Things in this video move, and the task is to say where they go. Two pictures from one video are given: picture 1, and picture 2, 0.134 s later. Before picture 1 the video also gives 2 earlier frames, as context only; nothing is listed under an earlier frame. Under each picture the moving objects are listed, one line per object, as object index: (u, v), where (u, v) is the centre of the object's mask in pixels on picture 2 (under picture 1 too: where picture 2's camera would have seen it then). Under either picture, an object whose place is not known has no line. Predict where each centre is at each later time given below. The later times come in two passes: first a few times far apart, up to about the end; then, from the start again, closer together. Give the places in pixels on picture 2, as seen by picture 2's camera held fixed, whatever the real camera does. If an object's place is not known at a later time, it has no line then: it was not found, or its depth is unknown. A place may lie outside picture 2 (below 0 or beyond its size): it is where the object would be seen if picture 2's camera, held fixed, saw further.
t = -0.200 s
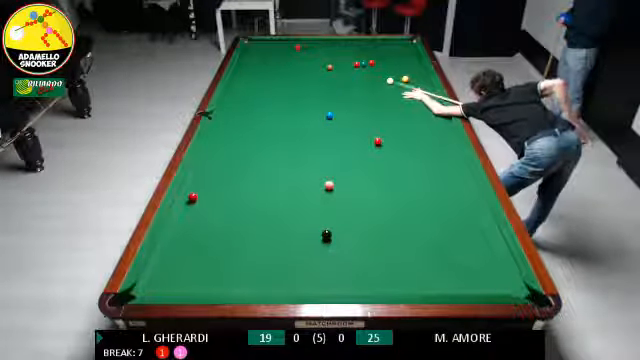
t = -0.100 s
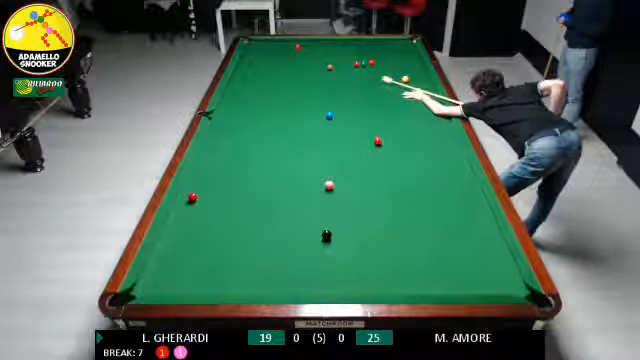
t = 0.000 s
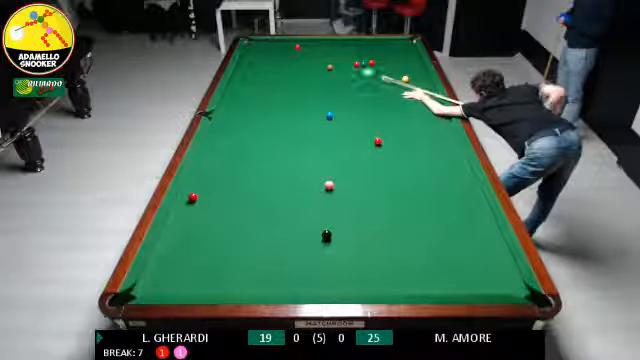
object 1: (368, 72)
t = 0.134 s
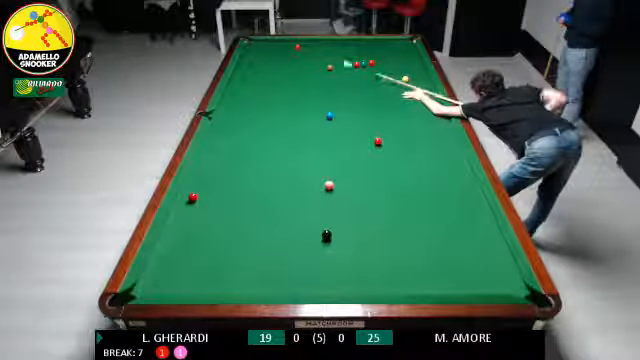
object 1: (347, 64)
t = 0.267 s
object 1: (327, 57)
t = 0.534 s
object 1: (303, 47)
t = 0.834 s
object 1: (300, 40)
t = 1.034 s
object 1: (299, 41)
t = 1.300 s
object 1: (295, 45)
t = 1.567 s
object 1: (292, 50)
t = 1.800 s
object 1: (289, 53)
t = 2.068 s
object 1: (287, 57)
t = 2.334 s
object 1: (283, 60)
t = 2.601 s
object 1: (281, 63)
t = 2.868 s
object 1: (279, 65)
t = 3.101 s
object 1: (276, 68)
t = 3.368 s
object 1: (275, 71)
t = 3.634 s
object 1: (273, 73)
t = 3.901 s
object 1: (271, 74)
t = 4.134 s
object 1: (270, 75)
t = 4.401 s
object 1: (269, 77)
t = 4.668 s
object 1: (268, 78)
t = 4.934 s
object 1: (268, 78)
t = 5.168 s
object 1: (268, 78)
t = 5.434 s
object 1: (268, 78)
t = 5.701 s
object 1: (268, 79)
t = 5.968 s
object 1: (268, 78)
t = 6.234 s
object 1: (268, 78)
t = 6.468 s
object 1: (268, 78)
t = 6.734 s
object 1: (268, 78)
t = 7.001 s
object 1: (268, 78)
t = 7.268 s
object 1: (268, 78)
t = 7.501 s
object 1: (268, 78)
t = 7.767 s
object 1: (268, 78)
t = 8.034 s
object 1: (268, 79)
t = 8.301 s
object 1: (268, 79)
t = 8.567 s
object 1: (268, 78)
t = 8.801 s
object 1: (268, 78)
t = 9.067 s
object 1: (268, 78)
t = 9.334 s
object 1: (268, 78)
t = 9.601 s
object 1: (268, 78)
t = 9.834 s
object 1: (268, 78)
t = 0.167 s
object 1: (342, 61)
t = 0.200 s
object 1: (336, 60)
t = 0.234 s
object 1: (332, 59)
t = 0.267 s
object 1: (327, 57)
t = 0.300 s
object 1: (323, 55)
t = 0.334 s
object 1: (320, 54)
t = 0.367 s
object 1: (314, 52)
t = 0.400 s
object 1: (310, 50)
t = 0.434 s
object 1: (306, 49)
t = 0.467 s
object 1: (303, 47)
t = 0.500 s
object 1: (303, 47)
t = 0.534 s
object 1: (303, 47)
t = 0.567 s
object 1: (303, 46)
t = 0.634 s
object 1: (303, 44)
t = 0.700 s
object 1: (302, 42)
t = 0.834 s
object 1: (300, 40)
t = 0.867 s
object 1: (300, 40)
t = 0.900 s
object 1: (300, 40)
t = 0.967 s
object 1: (299, 41)
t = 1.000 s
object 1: (299, 41)
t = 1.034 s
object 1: (299, 41)
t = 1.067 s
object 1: (298, 42)
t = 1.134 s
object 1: (298, 43)
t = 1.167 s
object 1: (298, 43)
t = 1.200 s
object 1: (296, 44)
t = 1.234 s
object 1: (296, 45)
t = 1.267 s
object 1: (295, 45)
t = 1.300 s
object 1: (295, 45)
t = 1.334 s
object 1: (296, 45)
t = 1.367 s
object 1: (294, 47)
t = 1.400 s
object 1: (293, 48)
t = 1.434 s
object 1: (293, 48)
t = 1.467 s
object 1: (293, 48)
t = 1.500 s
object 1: (292, 50)
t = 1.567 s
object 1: (292, 50)
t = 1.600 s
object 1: (291, 51)
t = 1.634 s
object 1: (291, 51)
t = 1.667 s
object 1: (291, 51)
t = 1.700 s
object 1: (290, 52)
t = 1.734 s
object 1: (290, 52)
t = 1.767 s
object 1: (289, 53)
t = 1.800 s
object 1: (289, 53)
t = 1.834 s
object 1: (289, 53)
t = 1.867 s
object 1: (289, 53)
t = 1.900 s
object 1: (288, 54)
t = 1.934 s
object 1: (287, 55)
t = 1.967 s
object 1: (287, 56)
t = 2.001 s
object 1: (287, 56)
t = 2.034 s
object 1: (287, 57)
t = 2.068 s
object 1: (287, 57)
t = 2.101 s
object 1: (287, 57)
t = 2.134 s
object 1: (286, 58)
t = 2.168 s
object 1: (286, 58)
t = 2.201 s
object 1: (284, 59)
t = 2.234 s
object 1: (285, 59)
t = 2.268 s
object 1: (284, 60)
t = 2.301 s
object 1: (284, 60)
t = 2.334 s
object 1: (283, 60)
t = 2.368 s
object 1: (283, 61)
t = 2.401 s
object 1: (283, 61)
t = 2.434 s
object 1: (282, 61)
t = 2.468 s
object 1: (281, 62)
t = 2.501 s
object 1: (281, 62)
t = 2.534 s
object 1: (281, 62)
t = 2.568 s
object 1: (281, 63)
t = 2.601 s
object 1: (281, 63)
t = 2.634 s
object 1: (281, 63)
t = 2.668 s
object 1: (280, 64)
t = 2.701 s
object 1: (280, 64)
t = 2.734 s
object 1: (280, 64)
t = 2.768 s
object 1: (280, 64)
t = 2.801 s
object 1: (280, 64)
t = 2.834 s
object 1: (279, 64)
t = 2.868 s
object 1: (279, 65)
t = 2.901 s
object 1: (279, 65)
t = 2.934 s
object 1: (279, 65)
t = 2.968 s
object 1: (278, 65)
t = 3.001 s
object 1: (278, 66)
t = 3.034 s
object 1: (278, 66)
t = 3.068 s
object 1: (277, 67)
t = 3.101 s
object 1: (276, 68)
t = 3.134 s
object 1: (276, 68)
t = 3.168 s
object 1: (276, 69)
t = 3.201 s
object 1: (276, 69)
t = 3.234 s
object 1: (275, 69)
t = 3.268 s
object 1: (275, 70)
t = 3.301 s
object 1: (275, 70)
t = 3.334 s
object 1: (275, 70)
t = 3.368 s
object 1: (275, 71)
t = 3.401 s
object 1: (274, 71)
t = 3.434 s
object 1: (274, 71)
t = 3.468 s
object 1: (274, 71)
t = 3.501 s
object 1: (273, 72)
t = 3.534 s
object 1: (273, 72)
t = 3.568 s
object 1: (273, 72)
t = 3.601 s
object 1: (273, 72)
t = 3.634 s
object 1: (273, 73)
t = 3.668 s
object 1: (273, 73)
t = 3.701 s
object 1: (272, 73)
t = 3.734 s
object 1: (272, 74)
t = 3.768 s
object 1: (272, 74)
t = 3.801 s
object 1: (272, 74)
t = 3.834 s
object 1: (271, 74)
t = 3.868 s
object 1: (271, 74)
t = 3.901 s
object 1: (271, 74)
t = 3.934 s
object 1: (271, 75)
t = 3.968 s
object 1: (271, 75)
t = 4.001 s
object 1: (271, 75)
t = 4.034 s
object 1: (270, 75)
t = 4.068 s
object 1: (270, 75)
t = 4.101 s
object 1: (270, 75)
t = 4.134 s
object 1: (270, 75)
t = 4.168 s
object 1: (270, 76)
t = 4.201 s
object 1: (269, 76)
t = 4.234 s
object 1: (269, 76)
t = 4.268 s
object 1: (269, 76)
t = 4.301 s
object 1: (269, 76)
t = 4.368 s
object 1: (269, 77)
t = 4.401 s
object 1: (269, 77)
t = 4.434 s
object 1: (269, 77)
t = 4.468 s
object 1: (268, 77)
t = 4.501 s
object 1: (268, 77)
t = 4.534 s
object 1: (268, 77)
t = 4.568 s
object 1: (268, 77)
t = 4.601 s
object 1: (268, 77)
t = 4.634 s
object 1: (268, 77)
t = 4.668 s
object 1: (268, 78)
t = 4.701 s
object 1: (268, 78)
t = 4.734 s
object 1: (268, 78)
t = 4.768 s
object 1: (268, 78)
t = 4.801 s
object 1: (268, 78)
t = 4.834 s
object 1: (268, 78)
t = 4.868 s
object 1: (268, 78)
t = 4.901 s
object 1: (268, 78)
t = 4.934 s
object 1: (268, 78)
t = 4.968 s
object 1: (268, 78)
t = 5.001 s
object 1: (268, 78)
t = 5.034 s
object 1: (268, 78)
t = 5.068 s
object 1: (268, 78)
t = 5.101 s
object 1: (268, 78)
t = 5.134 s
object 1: (268, 78)
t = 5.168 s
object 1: (268, 78)
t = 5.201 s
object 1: (268, 78)
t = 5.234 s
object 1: (268, 78)
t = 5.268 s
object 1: (268, 78)
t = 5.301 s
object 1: (268, 78)
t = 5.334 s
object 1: (268, 78)
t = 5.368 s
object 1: (268, 78)
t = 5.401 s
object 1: (268, 78)
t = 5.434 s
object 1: (268, 78)
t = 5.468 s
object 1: (268, 78)
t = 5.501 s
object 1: (268, 78)
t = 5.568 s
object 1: (268, 78)
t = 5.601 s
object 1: (268, 78)
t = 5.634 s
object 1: (268, 79)
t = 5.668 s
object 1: (268, 78)
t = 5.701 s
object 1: (268, 79)
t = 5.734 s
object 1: (268, 78)
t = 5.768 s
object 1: (268, 78)
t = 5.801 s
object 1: (268, 78)
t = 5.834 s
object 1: (268, 78)
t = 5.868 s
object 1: (268, 78)
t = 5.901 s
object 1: (268, 78)
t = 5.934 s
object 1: (268, 78)
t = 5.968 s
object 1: (268, 78)
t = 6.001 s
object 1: (268, 78)
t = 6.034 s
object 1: (268, 78)
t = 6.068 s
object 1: (268, 78)
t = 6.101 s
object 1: (268, 78)
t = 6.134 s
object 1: (268, 78)
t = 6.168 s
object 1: (268, 78)
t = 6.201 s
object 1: (268, 78)
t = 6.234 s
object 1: (268, 78)
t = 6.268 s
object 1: (268, 78)
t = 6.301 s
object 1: (268, 78)
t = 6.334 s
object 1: (268, 78)
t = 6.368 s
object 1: (268, 78)
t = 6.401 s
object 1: (268, 78)
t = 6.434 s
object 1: (268, 78)
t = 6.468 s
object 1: (268, 78)
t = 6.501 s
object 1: (268, 78)
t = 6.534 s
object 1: (268, 78)
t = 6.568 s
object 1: (268, 78)
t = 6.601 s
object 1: (268, 78)
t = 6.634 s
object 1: (268, 78)
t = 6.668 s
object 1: (268, 78)
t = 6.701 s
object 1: (268, 78)
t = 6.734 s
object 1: (268, 78)
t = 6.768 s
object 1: (268, 78)
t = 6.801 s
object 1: (268, 78)
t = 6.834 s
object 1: (268, 78)
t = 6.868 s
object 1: (268, 78)
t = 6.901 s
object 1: (268, 78)
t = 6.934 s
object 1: (268, 78)
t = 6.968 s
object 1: (268, 78)
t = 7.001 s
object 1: (268, 78)
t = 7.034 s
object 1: (268, 78)
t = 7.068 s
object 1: (268, 78)
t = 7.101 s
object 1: (268, 78)
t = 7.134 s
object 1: (268, 78)
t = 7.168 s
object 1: (268, 78)
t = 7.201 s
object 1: (268, 78)
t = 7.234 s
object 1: (268, 78)
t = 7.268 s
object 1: (268, 78)
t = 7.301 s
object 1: (268, 78)
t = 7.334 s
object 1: (268, 78)
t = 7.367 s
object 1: (268, 78)
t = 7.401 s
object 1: (268, 78)
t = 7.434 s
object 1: (268, 78)
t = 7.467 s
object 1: (268, 78)
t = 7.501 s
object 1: (268, 78)
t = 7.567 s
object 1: (268, 78)
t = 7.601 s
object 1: (268, 78)
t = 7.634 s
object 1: (268, 78)
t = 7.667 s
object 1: (268, 78)
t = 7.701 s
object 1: (268, 78)
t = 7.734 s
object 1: (268, 78)
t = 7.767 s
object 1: (268, 78)
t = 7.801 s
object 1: (268, 78)
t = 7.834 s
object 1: (268, 78)
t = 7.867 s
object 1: (268, 78)
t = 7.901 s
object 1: (268, 78)
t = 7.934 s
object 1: (268, 78)
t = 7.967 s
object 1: (268, 78)
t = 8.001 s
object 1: (268, 79)
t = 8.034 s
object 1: (268, 79)
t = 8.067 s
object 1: (268, 79)
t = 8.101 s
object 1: (268, 79)
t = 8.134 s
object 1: (268, 79)
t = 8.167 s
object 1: (268, 79)
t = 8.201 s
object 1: (268, 79)
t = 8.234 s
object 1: (268, 79)
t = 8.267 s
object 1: (268, 79)
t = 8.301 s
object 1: (268, 79)
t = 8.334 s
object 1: (268, 79)
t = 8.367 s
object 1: (268, 79)
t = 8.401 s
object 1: (268, 79)
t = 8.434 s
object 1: (268, 78)
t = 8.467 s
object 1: (268, 78)
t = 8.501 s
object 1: (268, 78)
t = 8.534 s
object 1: (268, 78)
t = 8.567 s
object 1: (268, 78)
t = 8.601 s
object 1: (268, 78)
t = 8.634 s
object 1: (268, 78)
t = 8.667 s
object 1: (268, 78)
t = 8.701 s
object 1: (268, 78)
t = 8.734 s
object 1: (268, 78)
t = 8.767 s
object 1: (268, 78)
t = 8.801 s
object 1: (268, 78)
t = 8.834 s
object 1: (268, 78)
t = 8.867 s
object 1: (268, 78)
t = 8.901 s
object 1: (268, 78)
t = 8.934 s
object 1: (268, 78)
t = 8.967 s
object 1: (268, 78)
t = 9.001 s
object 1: (268, 78)
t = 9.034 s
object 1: (268, 78)
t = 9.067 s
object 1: (268, 78)
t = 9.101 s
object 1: (268, 78)
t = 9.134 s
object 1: (268, 78)
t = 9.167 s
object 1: (268, 78)
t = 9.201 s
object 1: (268, 78)
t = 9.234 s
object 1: (268, 78)
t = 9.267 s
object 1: (268, 78)
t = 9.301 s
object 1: (268, 78)
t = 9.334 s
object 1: (268, 78)
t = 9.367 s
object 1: (268, 78)
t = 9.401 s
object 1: (268, 78)
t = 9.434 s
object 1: (268, 78)
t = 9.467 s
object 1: (268, 78)
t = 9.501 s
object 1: (268, 78)
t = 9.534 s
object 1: (267, 78)
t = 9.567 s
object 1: (268, 79)
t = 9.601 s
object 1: (268, 78)
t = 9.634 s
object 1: (268, 78)
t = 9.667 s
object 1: (268, 78)
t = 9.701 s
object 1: (267, 78)
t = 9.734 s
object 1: (268, 78)
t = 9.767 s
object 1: (268, 78)
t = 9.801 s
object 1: (268, 78)
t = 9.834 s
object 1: (268, 78)
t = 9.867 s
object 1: (268, 78)
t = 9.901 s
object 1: (268, 78)
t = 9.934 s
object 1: (268, 78)
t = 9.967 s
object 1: (268, 78)
